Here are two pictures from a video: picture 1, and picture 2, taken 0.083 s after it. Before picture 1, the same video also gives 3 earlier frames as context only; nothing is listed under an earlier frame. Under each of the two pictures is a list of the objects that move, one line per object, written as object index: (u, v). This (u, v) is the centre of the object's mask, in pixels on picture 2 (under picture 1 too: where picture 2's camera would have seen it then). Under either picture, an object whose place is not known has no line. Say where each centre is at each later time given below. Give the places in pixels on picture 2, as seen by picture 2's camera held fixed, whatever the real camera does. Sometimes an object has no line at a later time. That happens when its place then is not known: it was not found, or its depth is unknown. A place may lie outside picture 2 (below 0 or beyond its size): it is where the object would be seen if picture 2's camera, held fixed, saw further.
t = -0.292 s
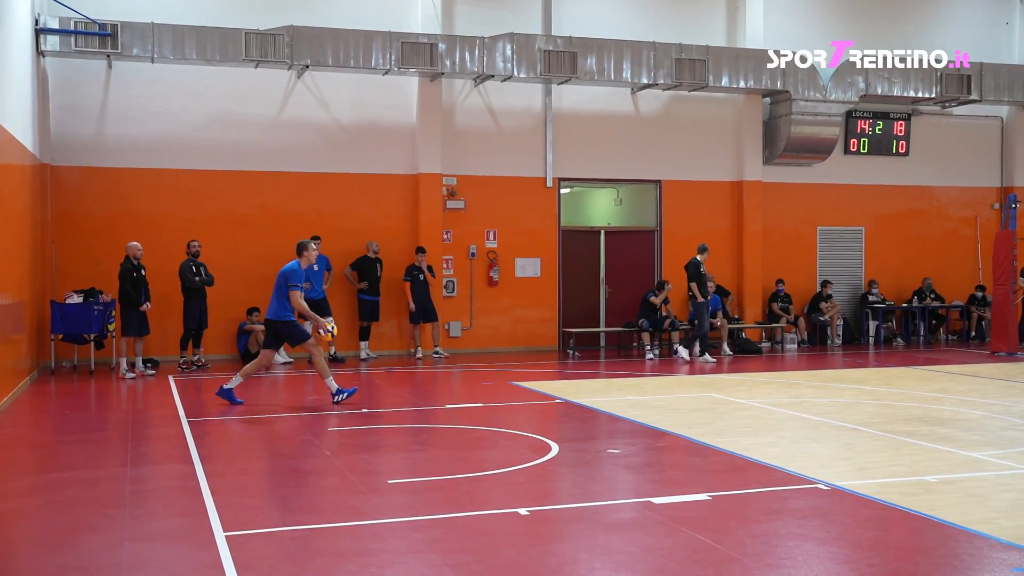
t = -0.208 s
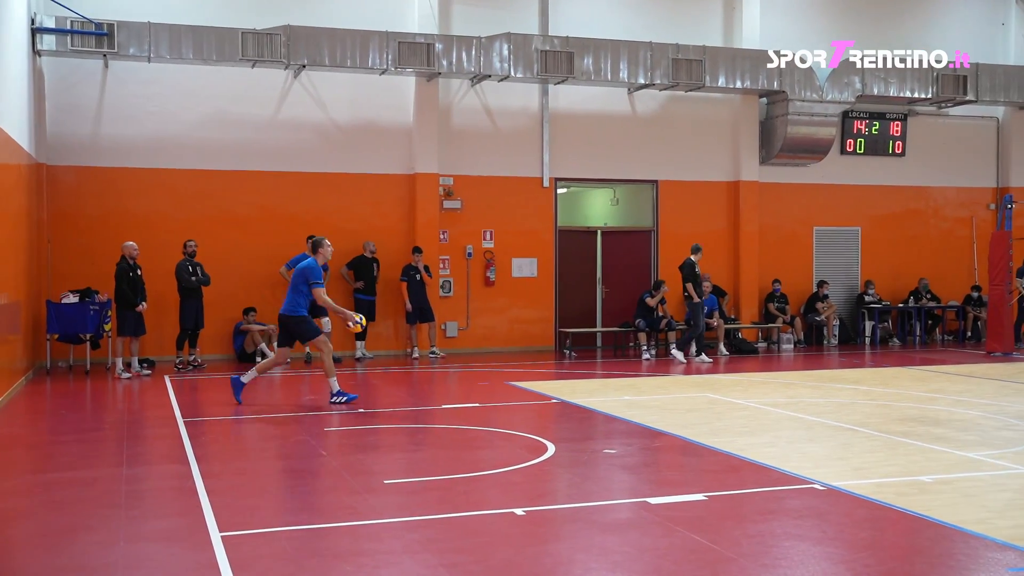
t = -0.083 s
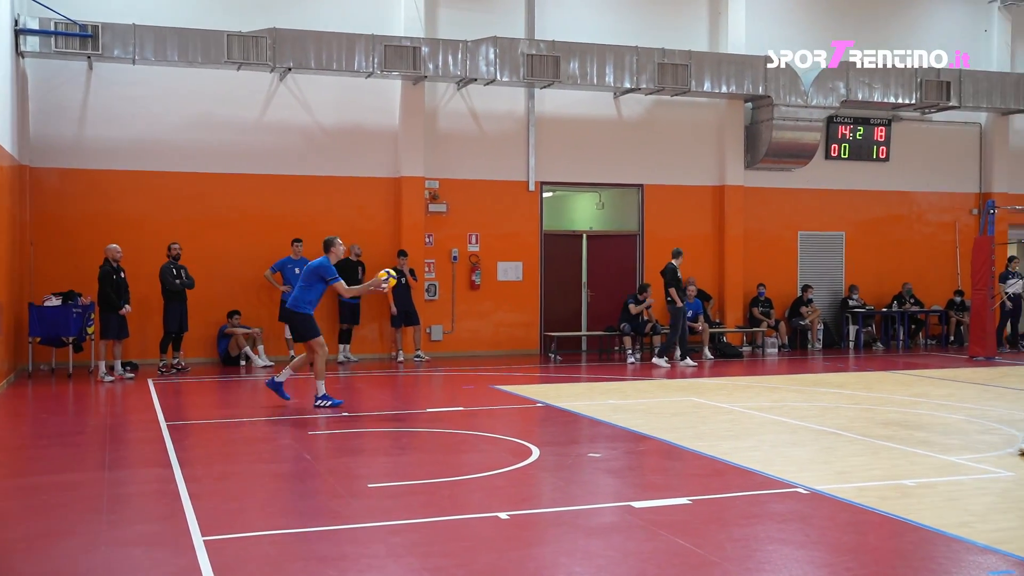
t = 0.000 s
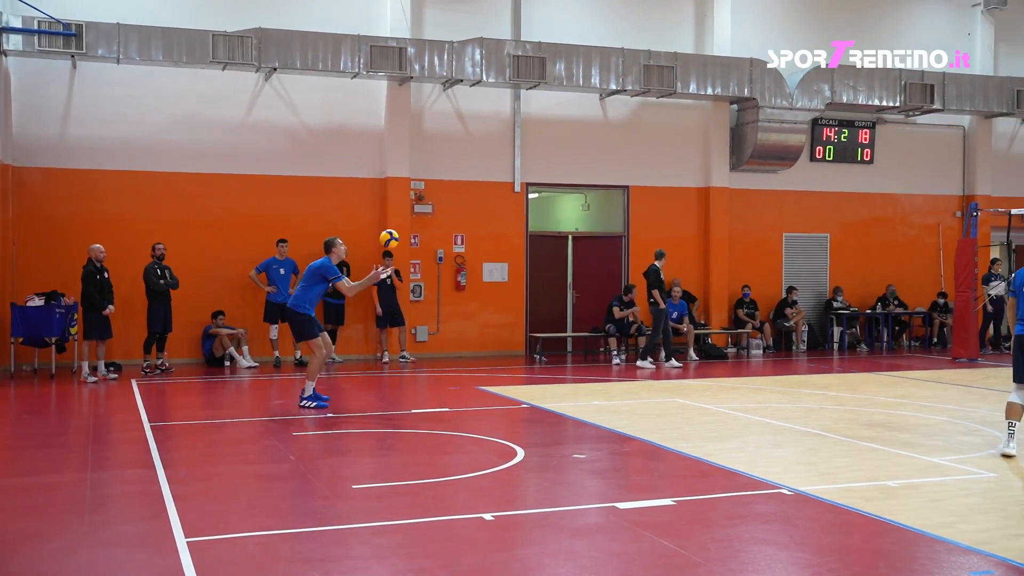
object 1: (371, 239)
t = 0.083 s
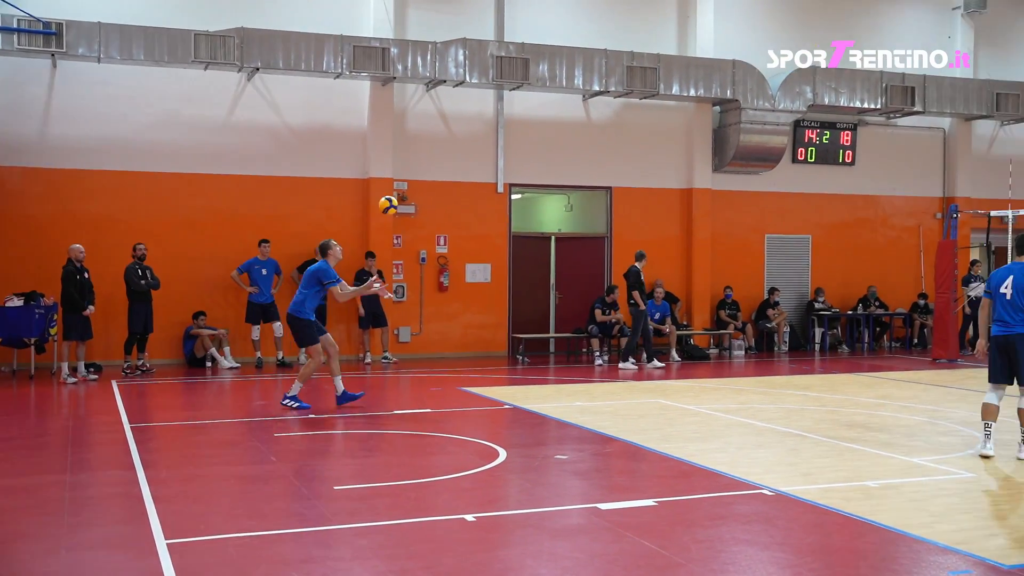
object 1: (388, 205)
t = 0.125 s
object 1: (396, 191)
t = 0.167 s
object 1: (404, 178)
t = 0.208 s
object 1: (412, 166)
